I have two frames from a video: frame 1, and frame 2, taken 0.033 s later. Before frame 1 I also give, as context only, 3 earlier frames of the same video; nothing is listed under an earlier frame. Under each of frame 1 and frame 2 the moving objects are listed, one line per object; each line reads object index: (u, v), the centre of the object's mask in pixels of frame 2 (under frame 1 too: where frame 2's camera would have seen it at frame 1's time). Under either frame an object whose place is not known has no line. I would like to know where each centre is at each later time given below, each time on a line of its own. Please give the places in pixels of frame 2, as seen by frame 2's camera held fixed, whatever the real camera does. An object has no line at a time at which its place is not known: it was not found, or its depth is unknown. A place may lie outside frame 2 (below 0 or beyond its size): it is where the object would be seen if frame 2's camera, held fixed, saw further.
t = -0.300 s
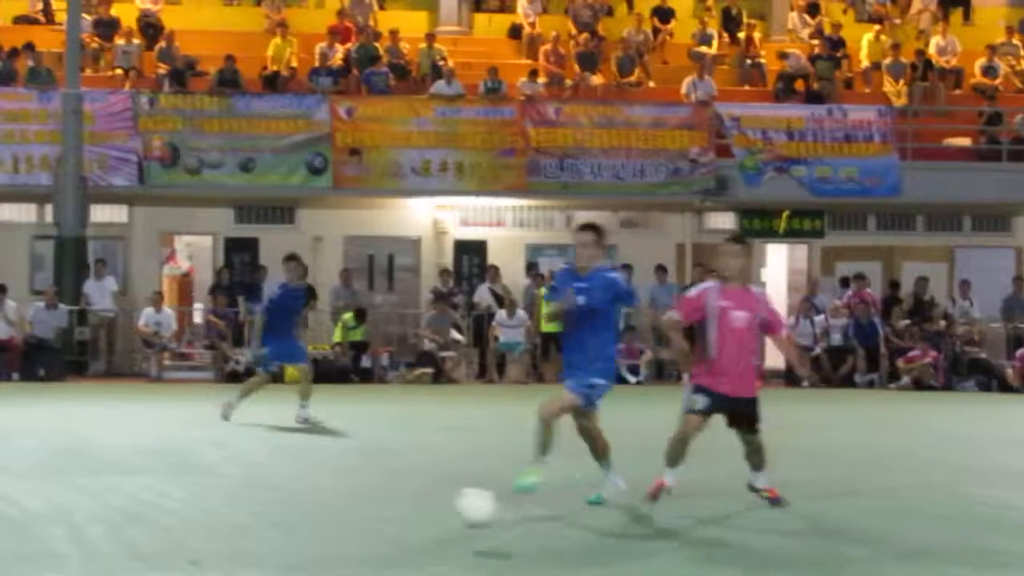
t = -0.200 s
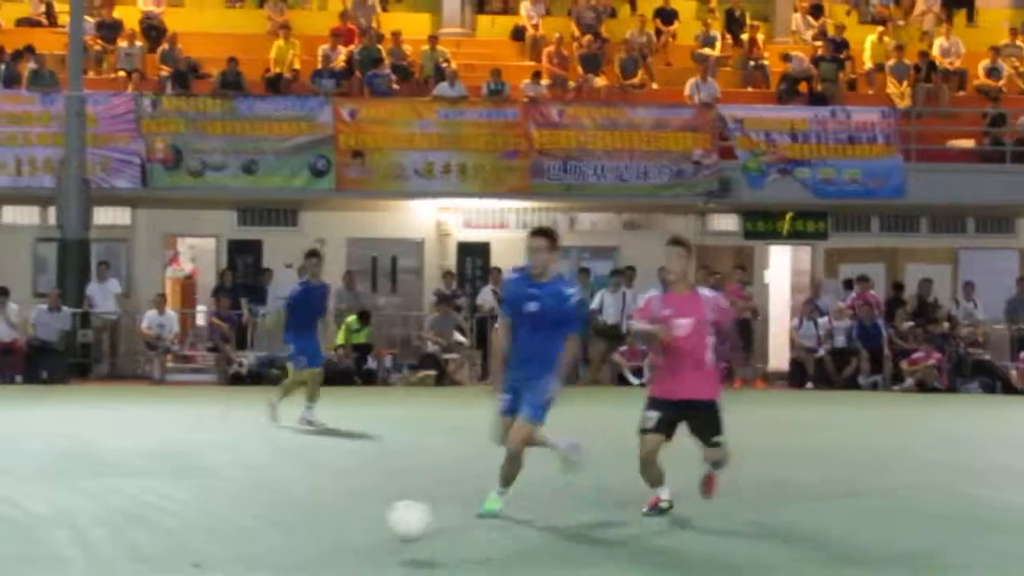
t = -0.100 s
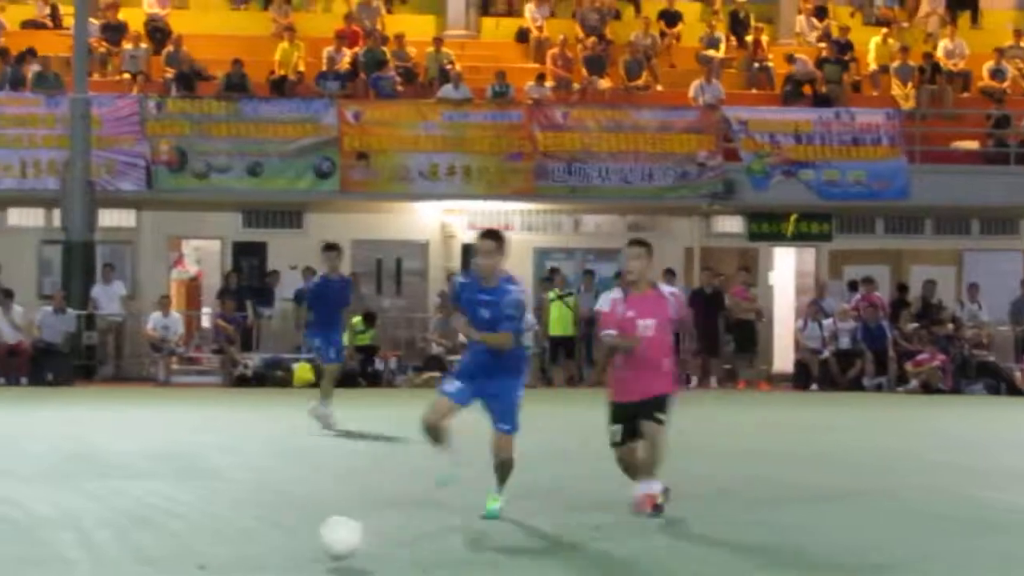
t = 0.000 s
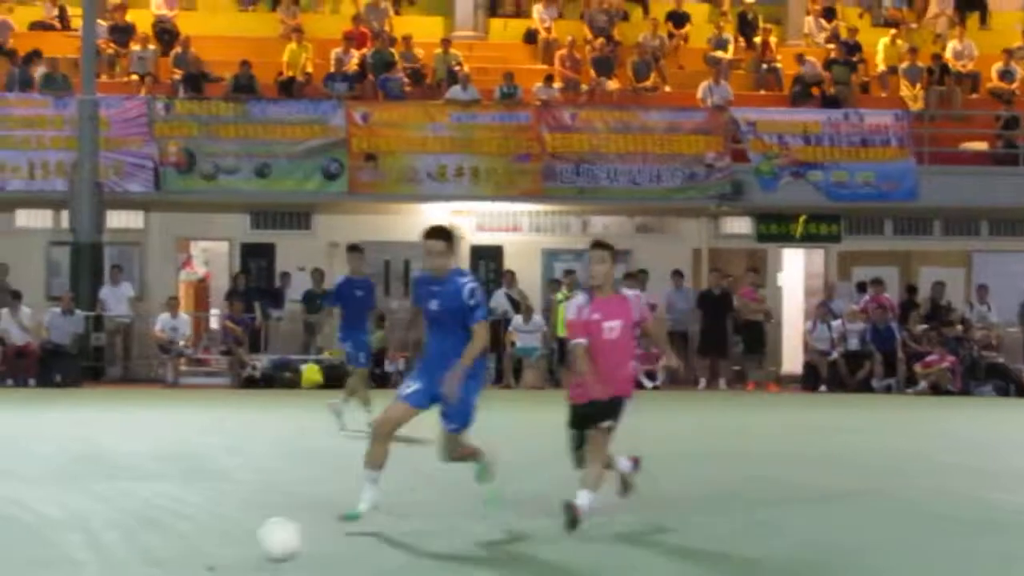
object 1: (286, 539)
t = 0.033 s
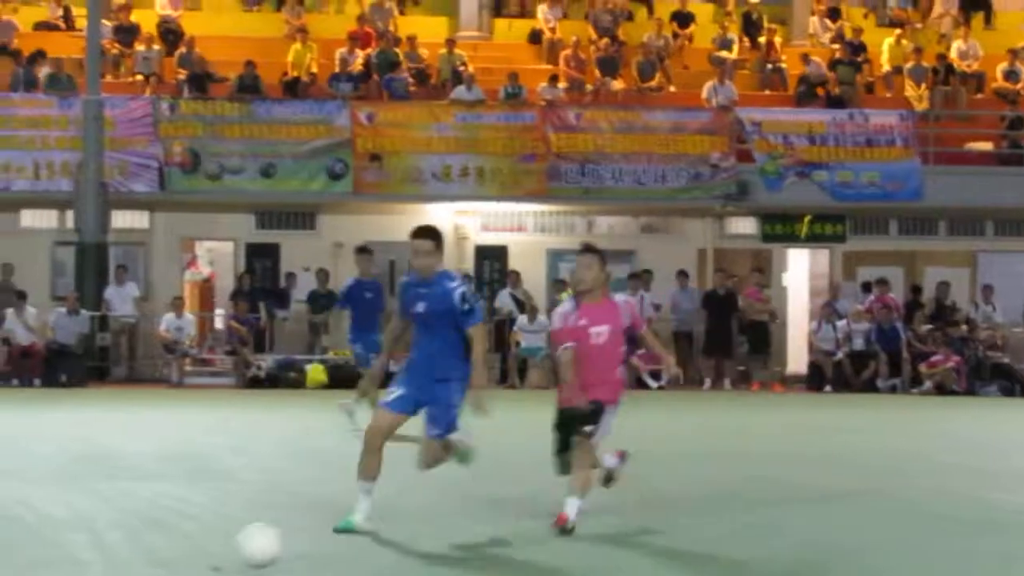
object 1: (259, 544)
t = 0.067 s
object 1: (235, 552)
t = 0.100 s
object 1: (209, 555)
